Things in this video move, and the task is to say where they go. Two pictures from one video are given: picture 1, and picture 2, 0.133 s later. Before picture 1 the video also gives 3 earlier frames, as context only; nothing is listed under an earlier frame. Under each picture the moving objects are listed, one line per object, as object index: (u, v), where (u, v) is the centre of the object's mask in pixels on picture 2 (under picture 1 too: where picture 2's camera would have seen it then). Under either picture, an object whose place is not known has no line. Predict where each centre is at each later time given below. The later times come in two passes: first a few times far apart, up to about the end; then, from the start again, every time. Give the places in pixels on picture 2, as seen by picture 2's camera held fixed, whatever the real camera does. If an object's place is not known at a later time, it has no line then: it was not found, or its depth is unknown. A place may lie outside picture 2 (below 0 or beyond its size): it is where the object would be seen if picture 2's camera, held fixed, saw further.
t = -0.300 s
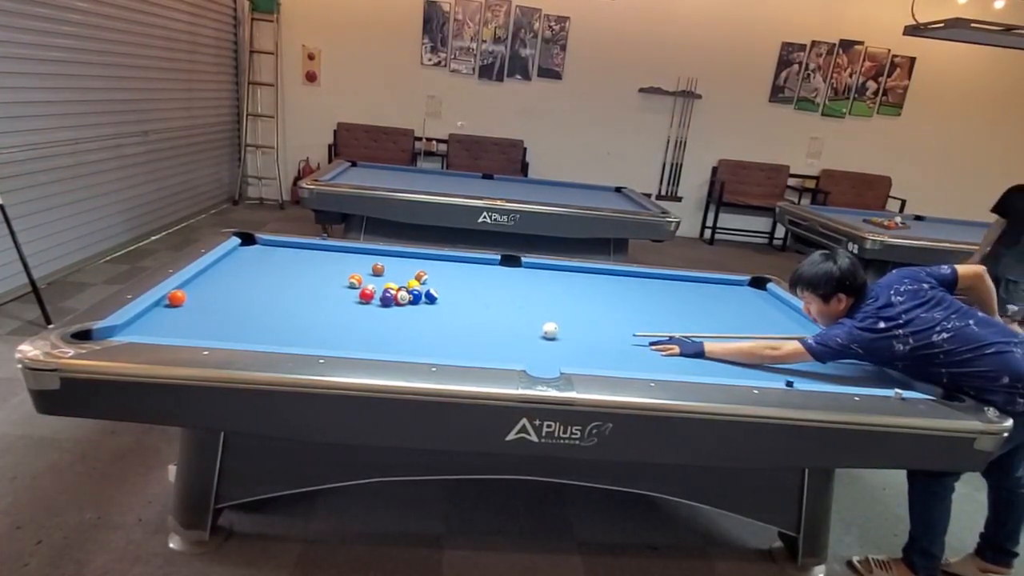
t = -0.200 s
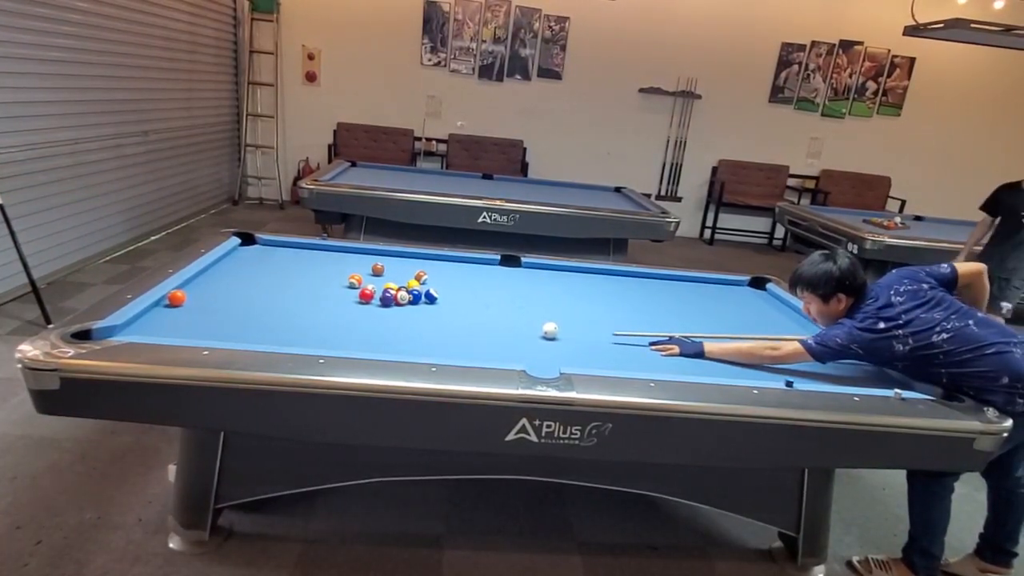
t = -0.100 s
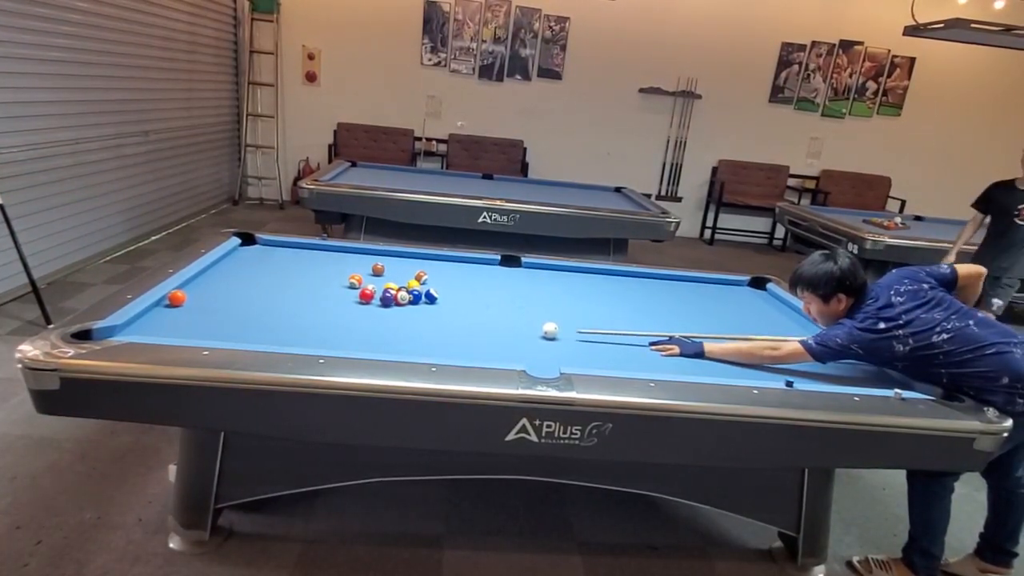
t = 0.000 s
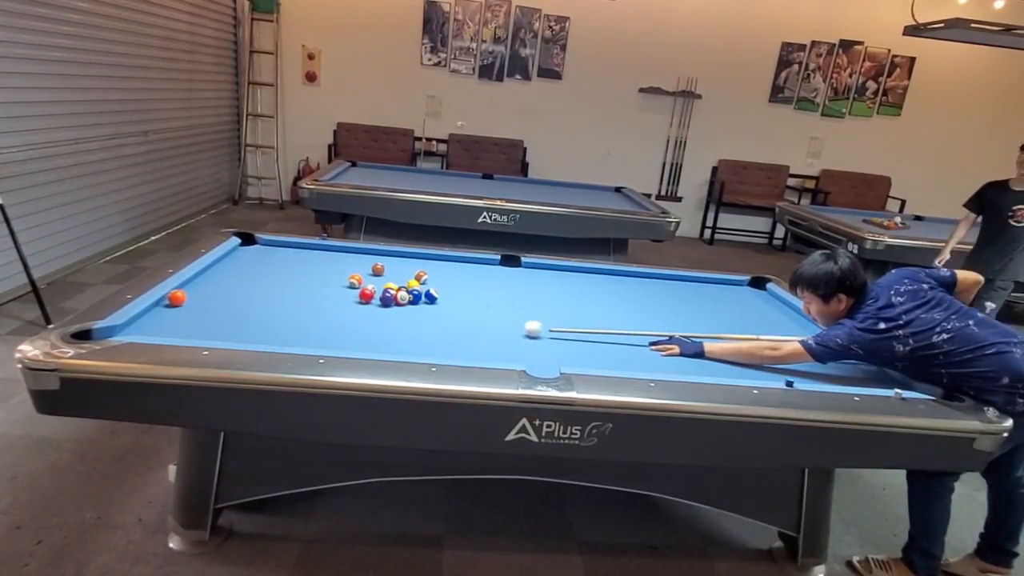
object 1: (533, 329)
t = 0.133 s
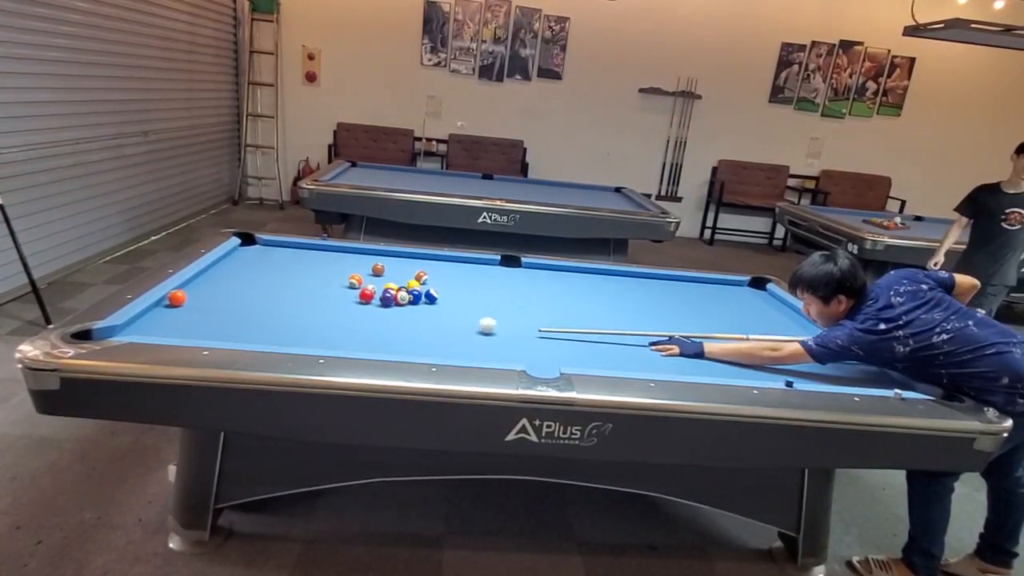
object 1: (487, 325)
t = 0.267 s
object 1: (447, 322)
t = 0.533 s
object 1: (368, 315)
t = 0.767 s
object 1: (300, 310)
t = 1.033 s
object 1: (222, 304)
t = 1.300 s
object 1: (168, 304)
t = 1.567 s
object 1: (170, 310)
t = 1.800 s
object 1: (178, 314)
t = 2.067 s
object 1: (187, 320)
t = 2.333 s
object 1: (195, 324)
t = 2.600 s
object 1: (203, 329)
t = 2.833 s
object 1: (209, 331)
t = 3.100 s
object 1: (215, 334)
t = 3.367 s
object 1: (221, 336)
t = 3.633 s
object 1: (226, 337)
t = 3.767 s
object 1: (226, 336)
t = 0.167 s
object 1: (477, 324)
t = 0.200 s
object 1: (467, 324)
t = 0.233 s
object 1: (457, 323)
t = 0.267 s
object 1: (447, 322)
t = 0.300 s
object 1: (437, 321)
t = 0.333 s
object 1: (427, 320)
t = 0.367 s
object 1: (417, 320)
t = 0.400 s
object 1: (408, 319)
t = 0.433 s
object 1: (398, 318)
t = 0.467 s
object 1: (388, 317)
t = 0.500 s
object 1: (378, 316)
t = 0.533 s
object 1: (368, 315)
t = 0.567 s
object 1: (359, 315)
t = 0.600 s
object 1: (349, 314)
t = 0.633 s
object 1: (339, 313)
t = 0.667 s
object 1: (329, 312)
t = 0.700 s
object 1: (319, 312)
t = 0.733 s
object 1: (310, 311)
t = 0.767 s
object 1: (300, 310)
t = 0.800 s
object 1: (290, 310)
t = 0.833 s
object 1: (281, 309)
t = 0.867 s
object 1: (271, 308)
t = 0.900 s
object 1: (261, 307)
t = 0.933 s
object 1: (251, 306)
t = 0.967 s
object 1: (241, 306)
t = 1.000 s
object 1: (232, 305)
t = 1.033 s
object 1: (222, 304)
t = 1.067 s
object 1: (212, 303)
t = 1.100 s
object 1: (202, 303)
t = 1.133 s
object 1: (193, 302)
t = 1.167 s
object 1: (187, 302)
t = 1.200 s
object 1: (182, 303)
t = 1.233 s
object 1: (177, 303)
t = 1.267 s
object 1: (173, 304)
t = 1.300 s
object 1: (168, 304)
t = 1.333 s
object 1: (163, 305)
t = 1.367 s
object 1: (162, 306)
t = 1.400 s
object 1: (163, 306)
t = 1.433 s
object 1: (165, 307)
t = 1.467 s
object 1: (166, 308)
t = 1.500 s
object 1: (167, 308)
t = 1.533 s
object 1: (169, 309)
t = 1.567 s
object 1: (170, 310)
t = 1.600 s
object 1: (171, 310)
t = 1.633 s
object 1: (172, 311)
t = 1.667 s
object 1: (173, 312)
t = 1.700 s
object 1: (174, 313)
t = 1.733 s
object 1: (176, 313)
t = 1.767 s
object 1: (177, 314)
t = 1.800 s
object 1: (178, 314)
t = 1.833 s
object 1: (179, 315)
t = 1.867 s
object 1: (180, 316)
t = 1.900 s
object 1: (181, 316)
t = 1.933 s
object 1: (183, 317)
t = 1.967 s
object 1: (184, 318)
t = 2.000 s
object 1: (185, 318)
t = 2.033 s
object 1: (186, 319)
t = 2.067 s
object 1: (187, 320)
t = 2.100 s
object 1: (188, 320)
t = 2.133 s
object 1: (189, 321)
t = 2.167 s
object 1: (190, 321)
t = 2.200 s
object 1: (192, 322)
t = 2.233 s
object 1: (192, 323)
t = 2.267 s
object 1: (193, 323)
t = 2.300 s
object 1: (194, 324)
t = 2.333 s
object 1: (195, 324)
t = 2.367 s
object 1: (196, 325)
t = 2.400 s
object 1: (197, 325)
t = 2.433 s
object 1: (198, 326)
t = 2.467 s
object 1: (199, 327)
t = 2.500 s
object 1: (200, 327)
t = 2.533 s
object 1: (201, 328)
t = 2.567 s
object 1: (202, 328)
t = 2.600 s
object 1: (203, 329)
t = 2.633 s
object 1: (204, 329)
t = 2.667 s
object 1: (204, 330)
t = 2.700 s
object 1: (205, 330)
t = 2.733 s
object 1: (206, 330)
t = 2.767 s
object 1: (207, 331)
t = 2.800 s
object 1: (207, 331)
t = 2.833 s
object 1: (209, 331)
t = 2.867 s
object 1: (209, 332)
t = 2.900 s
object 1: (210, 332)
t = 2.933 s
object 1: (211, 332)
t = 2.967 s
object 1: (212, 333)
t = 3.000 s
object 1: (212, 333)
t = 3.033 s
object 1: (213, 333)
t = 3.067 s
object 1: (214, 333)
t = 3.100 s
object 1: (215, 334)
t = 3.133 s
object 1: (215, 334)
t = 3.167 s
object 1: (216, 335)
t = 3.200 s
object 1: (217, 335)
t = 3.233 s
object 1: (218, 335)
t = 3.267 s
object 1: (219, 335)
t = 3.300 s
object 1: (219, 336)
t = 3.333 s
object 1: (220, 336)
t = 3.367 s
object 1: (221, 336)
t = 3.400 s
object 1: (222, 337)
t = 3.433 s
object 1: (222, 337)
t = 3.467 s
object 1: (223, 337)
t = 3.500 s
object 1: (224, 337)
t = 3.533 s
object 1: (224, 338)
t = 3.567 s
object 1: (225, 337)
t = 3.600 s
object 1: (225, 337)
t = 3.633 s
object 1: (226, 337)
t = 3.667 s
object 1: (227, 337)
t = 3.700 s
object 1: (227, 337)
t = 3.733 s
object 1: (228, 337)
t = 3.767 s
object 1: (226, 336)
